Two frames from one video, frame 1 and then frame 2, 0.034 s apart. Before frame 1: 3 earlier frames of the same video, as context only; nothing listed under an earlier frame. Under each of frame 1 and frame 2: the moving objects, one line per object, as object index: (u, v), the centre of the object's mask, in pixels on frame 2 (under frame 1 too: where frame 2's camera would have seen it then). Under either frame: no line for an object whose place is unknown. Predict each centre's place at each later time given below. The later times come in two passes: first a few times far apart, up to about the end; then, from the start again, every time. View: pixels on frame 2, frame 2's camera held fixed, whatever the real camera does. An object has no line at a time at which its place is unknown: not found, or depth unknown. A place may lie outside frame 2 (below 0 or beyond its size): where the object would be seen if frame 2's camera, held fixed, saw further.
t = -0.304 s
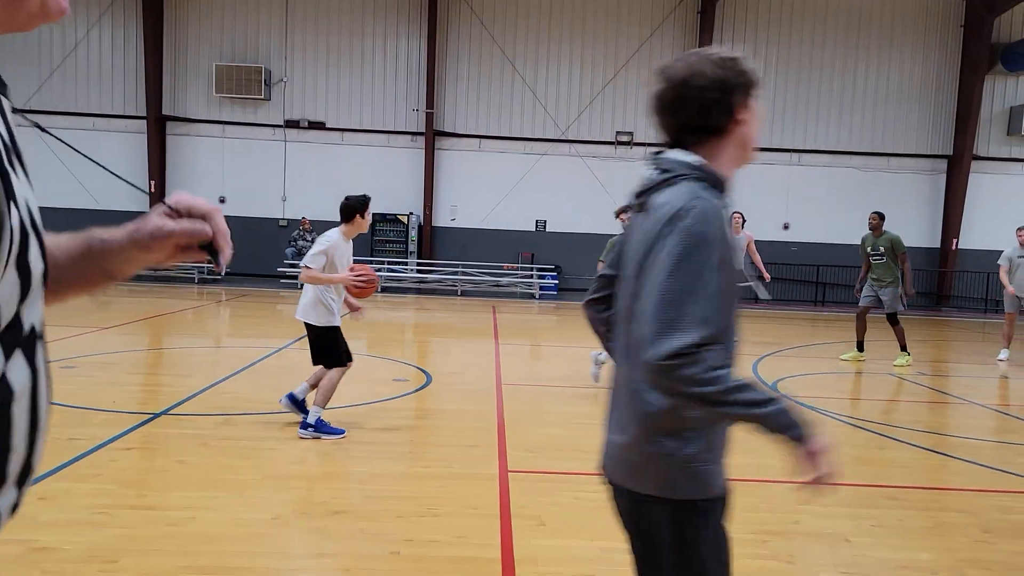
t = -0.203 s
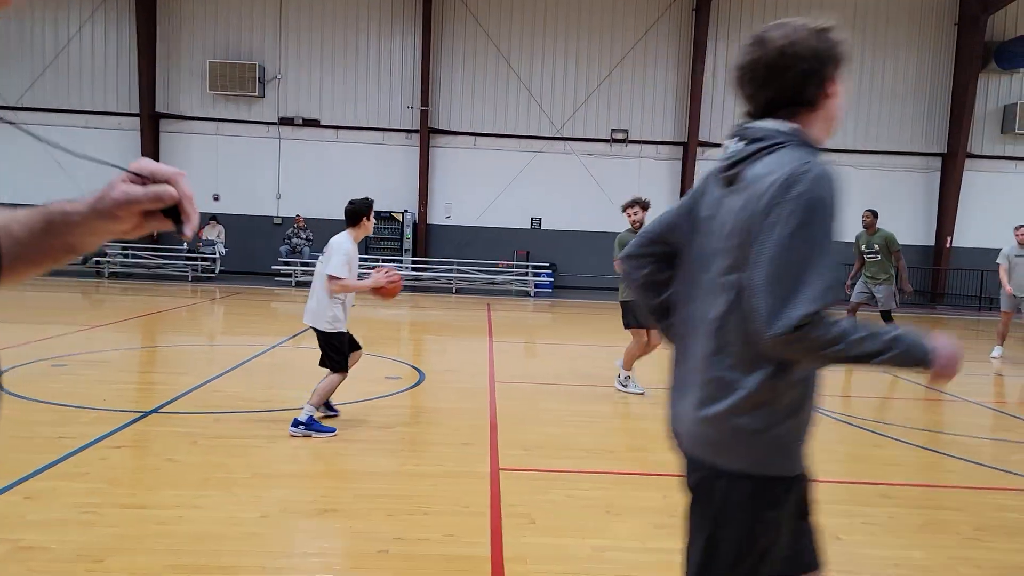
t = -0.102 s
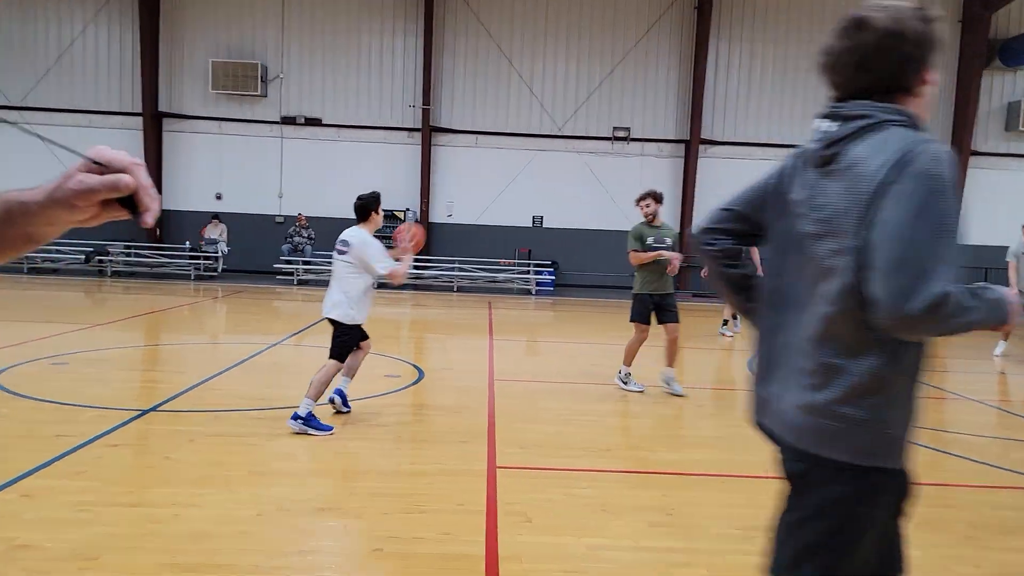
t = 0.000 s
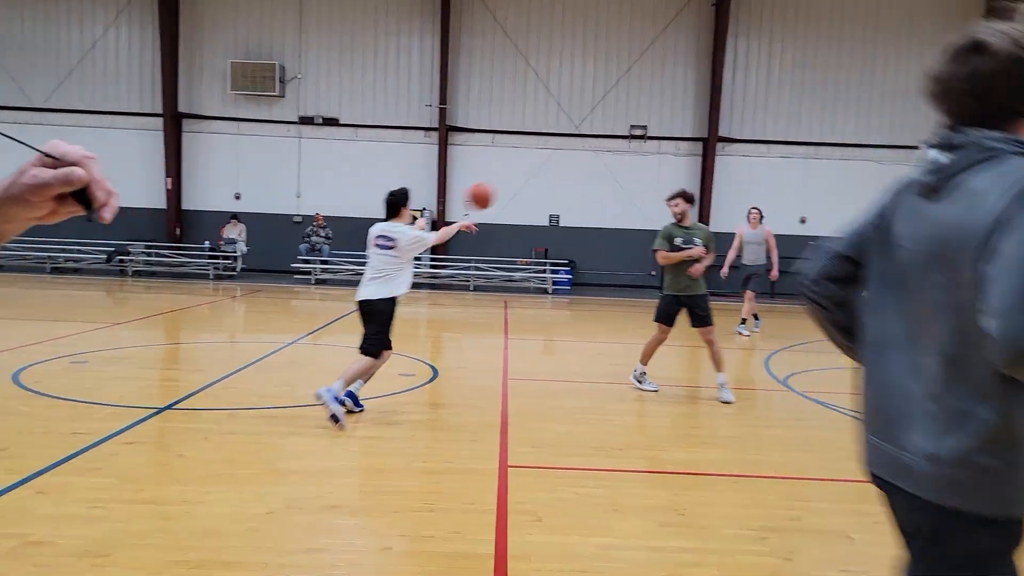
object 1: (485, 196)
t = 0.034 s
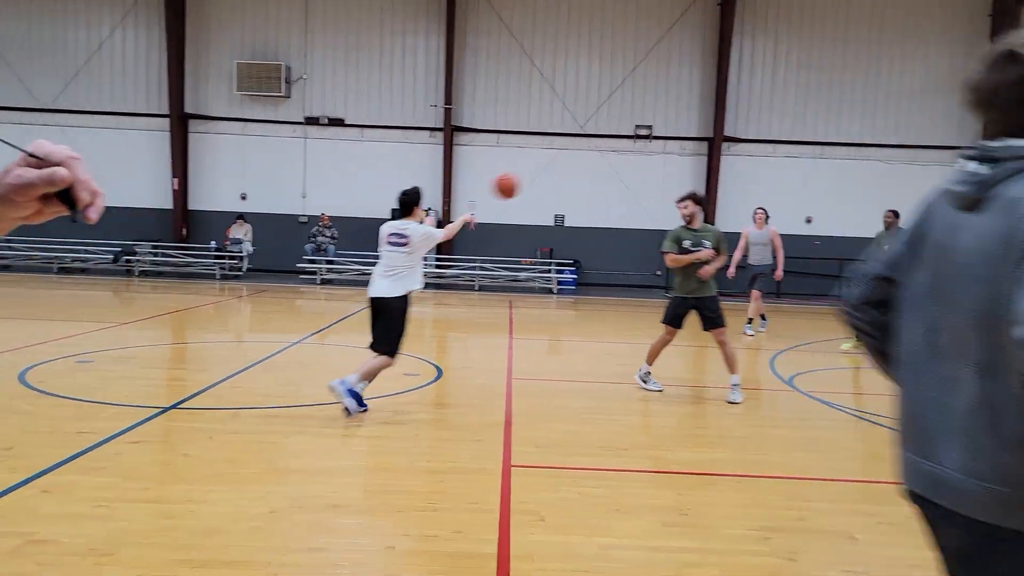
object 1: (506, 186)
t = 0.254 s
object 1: (606, 160)
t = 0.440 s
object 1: (661, 176)
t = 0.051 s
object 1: (516, 181)
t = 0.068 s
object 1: (525, 177)
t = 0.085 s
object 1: (533, 174)
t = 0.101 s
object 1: (542, 170)
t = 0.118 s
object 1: (550, 168)
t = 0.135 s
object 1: (558, 166)
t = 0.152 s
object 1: (565, 164)
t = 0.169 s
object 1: (572, 163)
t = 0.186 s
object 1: (579, 162)
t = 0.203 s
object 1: (586, 161)
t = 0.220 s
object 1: (593, 161)
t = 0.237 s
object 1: (599, 160)
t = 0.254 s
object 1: (606, 160)
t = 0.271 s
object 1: (611, 161)
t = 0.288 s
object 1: (617, 162)
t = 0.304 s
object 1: (622, 162)
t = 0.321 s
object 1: (628, 163)
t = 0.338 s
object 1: (633, 164)
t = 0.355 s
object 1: (639, 166)
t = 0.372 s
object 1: (643, 168)
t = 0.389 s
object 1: (648, 169)
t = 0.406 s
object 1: (652, 171)
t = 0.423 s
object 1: (657, 173)
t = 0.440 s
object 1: (661, 176)
